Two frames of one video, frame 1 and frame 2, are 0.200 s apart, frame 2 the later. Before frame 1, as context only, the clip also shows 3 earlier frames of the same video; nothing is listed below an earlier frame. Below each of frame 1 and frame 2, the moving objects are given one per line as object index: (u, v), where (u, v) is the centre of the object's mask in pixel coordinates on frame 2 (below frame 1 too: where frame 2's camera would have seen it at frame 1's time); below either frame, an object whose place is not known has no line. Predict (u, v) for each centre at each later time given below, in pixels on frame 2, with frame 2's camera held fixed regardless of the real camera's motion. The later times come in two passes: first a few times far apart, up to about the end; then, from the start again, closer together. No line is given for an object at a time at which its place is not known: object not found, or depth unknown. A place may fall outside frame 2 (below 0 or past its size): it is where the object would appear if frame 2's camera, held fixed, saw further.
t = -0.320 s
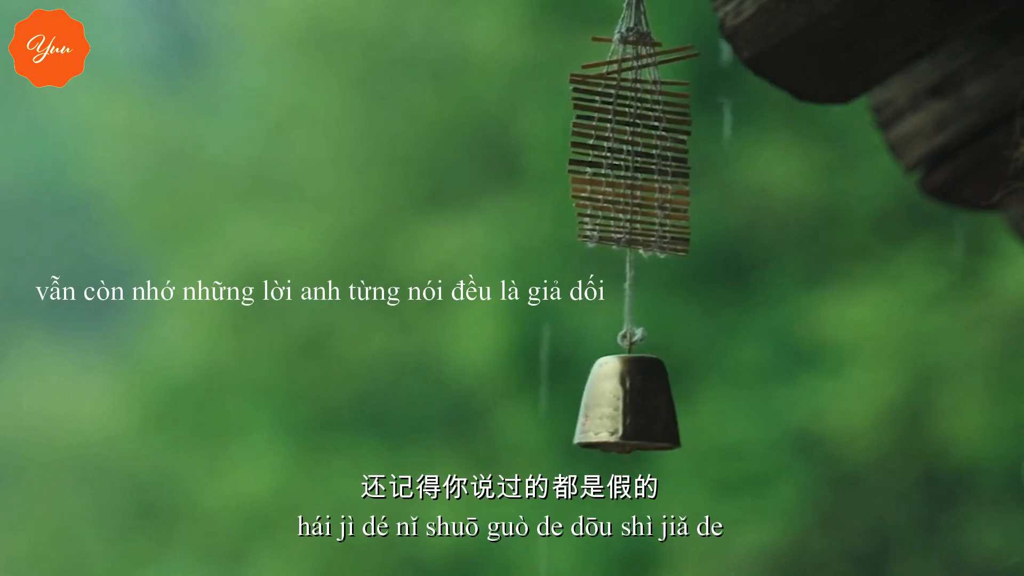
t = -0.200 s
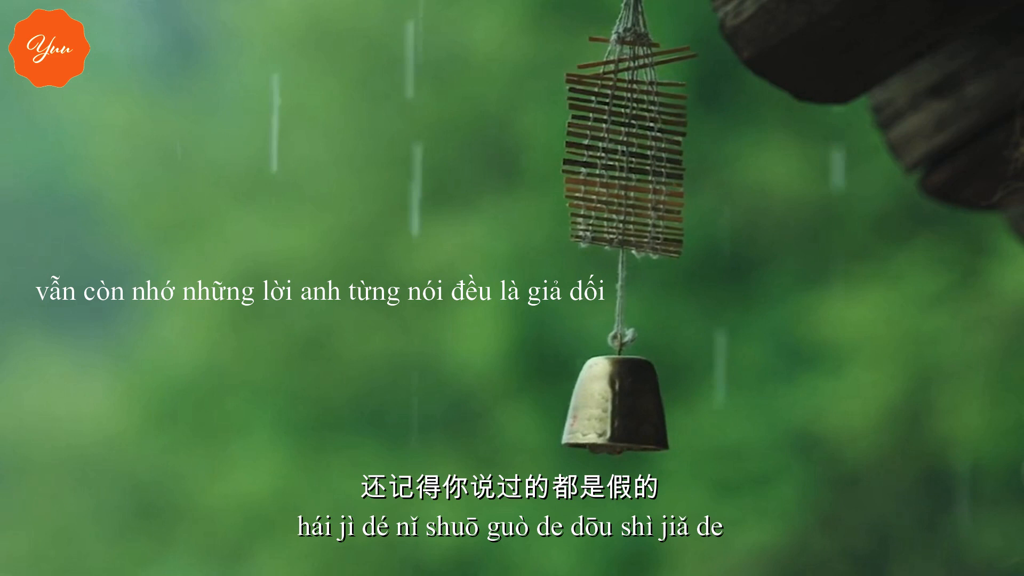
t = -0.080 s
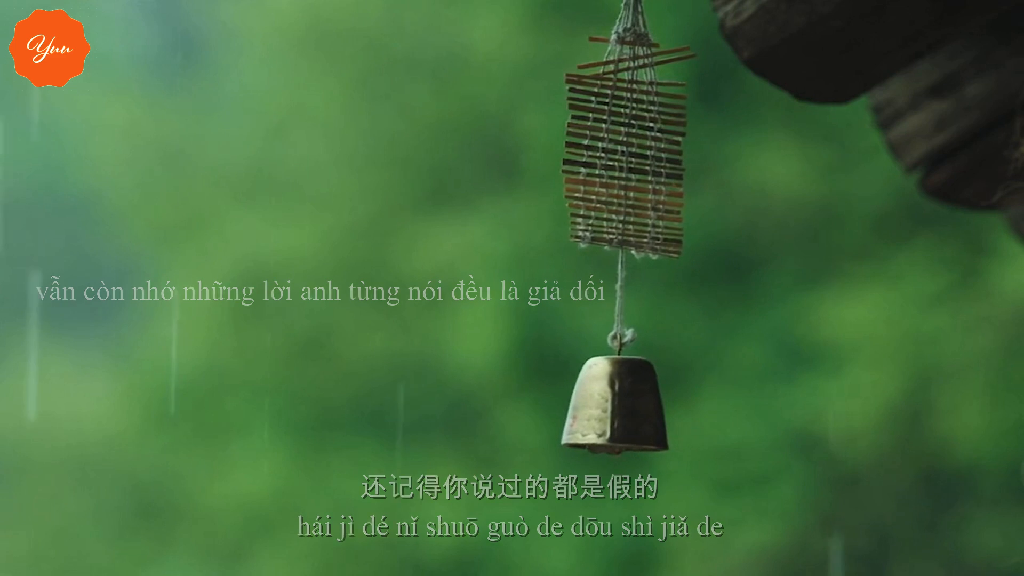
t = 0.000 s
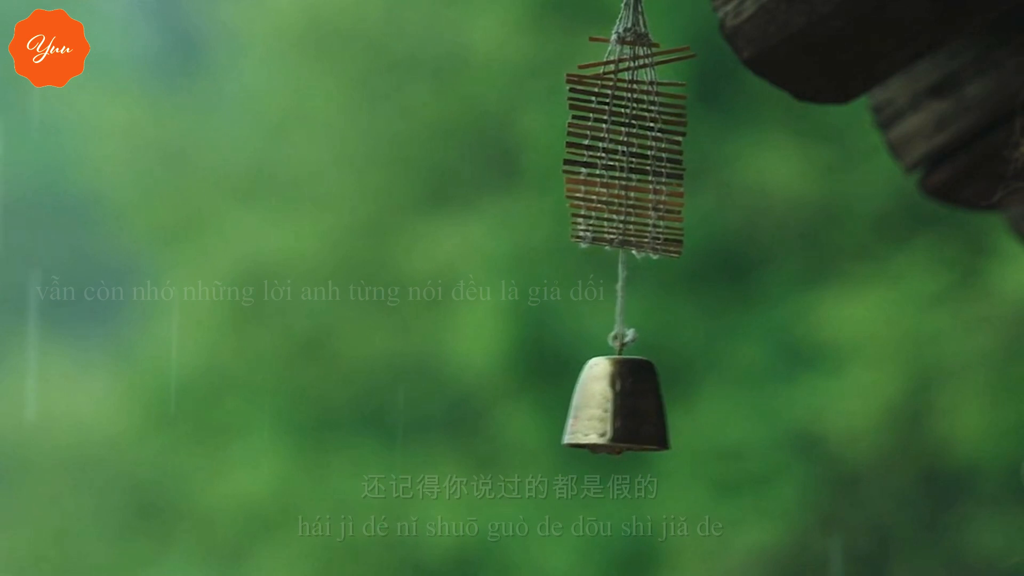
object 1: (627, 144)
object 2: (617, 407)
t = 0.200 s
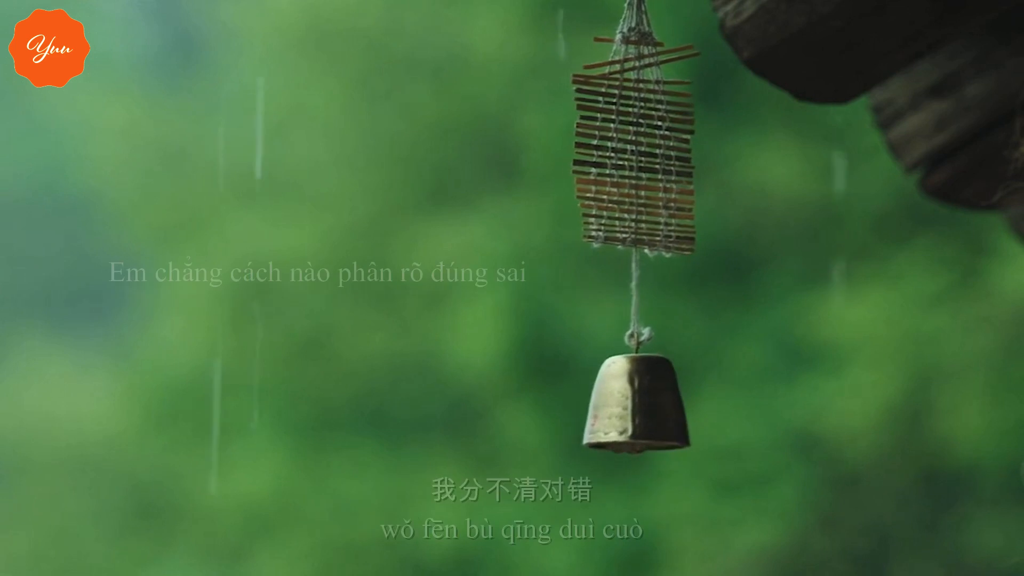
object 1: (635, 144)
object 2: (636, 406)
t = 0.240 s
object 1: (637, 143)
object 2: (641, 406)
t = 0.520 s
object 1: (643, 142)
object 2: (653, 404)
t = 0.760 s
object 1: (632, 144)
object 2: (627, 407)
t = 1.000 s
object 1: (626, 144)
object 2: (616, 408)
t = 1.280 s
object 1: (635, 144)
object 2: (636, 406)
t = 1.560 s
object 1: (643, 142)
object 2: (654, 404)
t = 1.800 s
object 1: (634, 144)
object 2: (632, 406)
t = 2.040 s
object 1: (626, 144)
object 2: (615, 408)
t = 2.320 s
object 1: (633, 144)
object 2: (631, 407)
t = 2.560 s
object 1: (642, 142)
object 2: (652, 404)
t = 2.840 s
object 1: (636, 143)
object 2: (638, 406)
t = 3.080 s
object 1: (626, 144)
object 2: (615, 408)
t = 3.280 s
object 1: (629, 145)
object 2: (622, 407)
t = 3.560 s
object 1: (641, 143)
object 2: (649, 404)
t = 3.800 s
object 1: (640, 143)
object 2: (647, 404)
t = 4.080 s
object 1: (627, 144)
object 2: (616, 407)
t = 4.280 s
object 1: (628, 144)
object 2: (618, 407)
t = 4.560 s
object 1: (640, 143)
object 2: (646, 405)
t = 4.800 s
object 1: (642, 142)
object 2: (650, 404)
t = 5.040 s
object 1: (630, 144)
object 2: (623, 407)
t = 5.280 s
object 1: (627, 144)
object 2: (617, 407)
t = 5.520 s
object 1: (637, 143)
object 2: (641, 406)
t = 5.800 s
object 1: (643, 142)
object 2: (653, 404)
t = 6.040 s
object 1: (632, 144)
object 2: (628, 406)
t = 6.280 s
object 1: (626, 144)
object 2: (616, 408)
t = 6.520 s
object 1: (635, 144)
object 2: (636, 406)
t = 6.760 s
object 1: (643, 142)
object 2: (654, 404)
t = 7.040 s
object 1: (634, 143)
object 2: (632, 406)
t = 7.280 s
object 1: (626, 144)
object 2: (615, 408)
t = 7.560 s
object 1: (633, 144)
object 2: (631, 407)
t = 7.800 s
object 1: (640, 143)
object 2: (650, 404)
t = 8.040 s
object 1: (638, 143)
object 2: (642, 405)
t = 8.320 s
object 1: (626, 144)
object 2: (615, 407)
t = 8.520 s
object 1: (629, 144)
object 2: (622, 407)
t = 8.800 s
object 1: (641, 143)
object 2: (649, 405)
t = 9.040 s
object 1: (640, 143)
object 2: (647, 404)
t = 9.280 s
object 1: (628, 144)
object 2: (619, 407)
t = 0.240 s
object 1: (637, 143)
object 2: (641, 406)
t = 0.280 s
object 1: (639, 143)
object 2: (643, 405)
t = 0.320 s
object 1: (640, 143)
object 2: (647, 405)
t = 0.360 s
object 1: (641, 143)
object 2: (649, 404)
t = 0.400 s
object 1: (642, 143)
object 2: (652, 404)
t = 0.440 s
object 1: (643, 142)
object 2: (654, 404)
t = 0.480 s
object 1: (643, 142)
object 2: (654, 404)
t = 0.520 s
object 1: (643, 142)
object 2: (653, 404)
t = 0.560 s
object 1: (642, 142)
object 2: (650, 404)
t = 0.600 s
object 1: (640, 143)
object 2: (647, 404)
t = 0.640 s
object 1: (638, 143)
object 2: (642, 405)
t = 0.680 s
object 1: (636, 143)
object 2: (637, 406)
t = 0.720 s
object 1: (634, 144)
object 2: (632, 406)
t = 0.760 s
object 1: (632, 144)
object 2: (627, 407)
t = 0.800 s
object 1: (630, 144)
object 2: (623, 407)
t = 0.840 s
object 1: (628, 144)
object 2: (619, 407)
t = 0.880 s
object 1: (627, 144)
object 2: (616, 407)
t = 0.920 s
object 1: (626, 144)
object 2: (615, 408)
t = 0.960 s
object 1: (626, 144)
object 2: (615, 408)
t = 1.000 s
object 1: (626, 144)
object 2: (616, 408)
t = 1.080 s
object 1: (627, 144)
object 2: (617, 407)
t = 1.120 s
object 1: (628, 144)
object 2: (619, 408)
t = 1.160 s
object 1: (629, 144)
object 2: (622, 407)
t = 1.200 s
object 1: (631, 144)
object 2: (627, 407)
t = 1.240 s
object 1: (633, 144)
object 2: (631, 407)
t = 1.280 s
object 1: (635, 144)
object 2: (636, 406)
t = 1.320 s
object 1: (637, 144)
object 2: (641, 406)
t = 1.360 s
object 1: (639, 143)
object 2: (643, 405)
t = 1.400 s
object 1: (640, 143)
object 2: (647, 405)
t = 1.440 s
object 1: (641, 143)
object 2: (649, 404)
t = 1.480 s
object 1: (642, 142)
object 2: (652, 404)
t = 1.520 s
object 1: (643, 142)
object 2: (654, 404)
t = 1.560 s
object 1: (643, 142)
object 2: (654, 404)
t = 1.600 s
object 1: (643, 142)
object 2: (653, 404)
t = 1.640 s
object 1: (642, 142)
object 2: (650, 404)
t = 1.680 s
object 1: (640, 143)
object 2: (647, 404)
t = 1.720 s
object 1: (639, 143)
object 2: (642, 405)
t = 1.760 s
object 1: (636, 143)
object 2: (637, 406)
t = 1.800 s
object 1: (634, 144)
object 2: (632, 406)
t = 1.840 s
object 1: (632, 144)
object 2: (627, 407)
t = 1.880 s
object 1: (630, 144)
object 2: (623, 407)
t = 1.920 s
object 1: (628, 144)
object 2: (619, 407)
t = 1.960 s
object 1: (627, 144)
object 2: (616, 407)
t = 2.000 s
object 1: (626, 144)
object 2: (615, 408)
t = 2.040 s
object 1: (626, 144)
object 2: (615, 408)
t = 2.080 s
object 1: (626, 144)
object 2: (616, 408)
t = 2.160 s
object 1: (627, 144)
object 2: (617, 407)
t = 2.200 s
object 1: (628, 144)
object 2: (619, 407)
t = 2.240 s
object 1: (629, 144)
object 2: (622, 407)
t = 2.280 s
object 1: (631, 144)
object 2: (627, 407)
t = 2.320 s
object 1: (633, 144)
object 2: (631, 407)
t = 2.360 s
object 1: (635, 144)
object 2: (636, 406)
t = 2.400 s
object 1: (637, 143)
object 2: (641, 406)
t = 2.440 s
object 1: (639, 143)
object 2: (643, 405)
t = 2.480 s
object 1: (640, 143)
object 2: (646, 405)
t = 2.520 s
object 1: (641, 143)
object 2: (649, 405)
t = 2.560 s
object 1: (642, 142)
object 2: (652, 404)
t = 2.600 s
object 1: (643, 142)
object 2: (654, 404)
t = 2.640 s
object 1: (643, 142)
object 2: (654, 404)
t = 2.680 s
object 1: (643, 142)
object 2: (653, 404)
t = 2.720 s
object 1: (642, 142)
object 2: (650, 404)
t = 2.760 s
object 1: (640, 143)
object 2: (647, 404)
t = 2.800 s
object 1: (639, 143)
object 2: (642, 405)
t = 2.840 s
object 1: (636, 143)
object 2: (638, 406)
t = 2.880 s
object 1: (634, 144)
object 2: (632, 406)
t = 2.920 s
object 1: (632, 144)
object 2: (628, 407)
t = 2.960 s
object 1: (630, 144)
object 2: (623, 407)
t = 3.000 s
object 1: (628, 144)
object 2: (619, 407)
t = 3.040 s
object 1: (627, 144)
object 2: (616, 407)
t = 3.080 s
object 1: (626, 144)
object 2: (615, 408)
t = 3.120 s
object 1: (626, 144)
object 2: (615, 408)
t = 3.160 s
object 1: (626, 144)
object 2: (616, 408)
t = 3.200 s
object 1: (627, 144)
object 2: (617, 407)
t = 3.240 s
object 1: (628, 144)
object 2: (618, 407)
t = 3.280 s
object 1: (629, 145)
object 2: (622, 407)
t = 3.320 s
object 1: (631, 144)
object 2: (627, 407)
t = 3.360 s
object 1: (633, 144)
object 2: (631, 407)
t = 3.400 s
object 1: (635, 144)
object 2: (636, 406)
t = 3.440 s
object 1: (637, 143)
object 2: (641, 406)
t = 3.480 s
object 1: (639, 143)
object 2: (643, 405)
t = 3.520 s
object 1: (640, 143)
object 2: (647, 405)
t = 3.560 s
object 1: (641, 143)
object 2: (649, 404)
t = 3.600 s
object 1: (642, 142)
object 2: (652, 404)
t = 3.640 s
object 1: (643, 142)
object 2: (654, 404)
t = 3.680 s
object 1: (643, 142)
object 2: (654, 404)
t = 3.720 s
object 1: (643, 142)
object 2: (653, 404)
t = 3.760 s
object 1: (642, 142)
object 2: (650, 404)
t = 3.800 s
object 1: (640, 143)
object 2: (647, 404)
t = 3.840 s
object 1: (638, 143)
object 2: (642, 405)
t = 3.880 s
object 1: (636, 143)
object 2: (637, 406)
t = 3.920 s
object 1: (634, 144)
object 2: (632, 406)
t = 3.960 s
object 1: (632, 144)
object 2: (628, 406)
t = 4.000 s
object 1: (630, 144)
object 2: (623, 407)
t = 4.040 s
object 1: (628, 144)
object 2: (619, 407)
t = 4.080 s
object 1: (627, 144)
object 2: (616, 407)
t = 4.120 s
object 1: (626, 144)
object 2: (615, 407)
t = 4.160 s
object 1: (626, 144)
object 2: (615, 408)
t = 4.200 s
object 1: (626, 144)
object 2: (616, 408)
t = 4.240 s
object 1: (627, 144)
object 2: (617, 407)
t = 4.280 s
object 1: (628, 144)
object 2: (618, 407)
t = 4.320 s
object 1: (629, 144)
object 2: (622, 407)
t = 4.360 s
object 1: (631, 144)
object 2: (627, 407)
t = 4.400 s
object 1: (633, 144)
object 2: (631, 407)
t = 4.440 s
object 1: (635, 144)
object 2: (636, 406)
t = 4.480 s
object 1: (637, 143)
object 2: (641, 406)
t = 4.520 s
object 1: (639, 143)
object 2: (643, 405)
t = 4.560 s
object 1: (640, 143)
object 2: (646, 405)
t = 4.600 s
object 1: (641, 143)
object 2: (649, 405)
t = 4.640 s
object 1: (642, 142)
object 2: (652, 404)
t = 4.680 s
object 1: (643, 142)
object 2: (654, 404)
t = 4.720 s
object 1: (643, 142)
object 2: (654, 404)
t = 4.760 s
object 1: (643, 142)
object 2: (653, 404)
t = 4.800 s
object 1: (642, 142)
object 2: (650, 404)
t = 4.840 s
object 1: (640, 143)
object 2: (647, 404)
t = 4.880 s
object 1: (639, 143)
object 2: (642, 405)
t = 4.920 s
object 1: (636, 143)
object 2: (637, 406)
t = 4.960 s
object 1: (634, 143)
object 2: (632, 406)
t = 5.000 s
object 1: (632, 144)
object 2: (627, 407)
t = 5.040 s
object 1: (630, 144)
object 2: (623, 407)
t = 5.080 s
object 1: (628, 144)
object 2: (619, 407)
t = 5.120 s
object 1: (627, 144)
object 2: (616, 407)
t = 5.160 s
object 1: (626, 144)
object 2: (615, 408)
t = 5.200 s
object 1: (626, 144)
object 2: (615, 408)
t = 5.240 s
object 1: (626, 144)
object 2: (616, 408)
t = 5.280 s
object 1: (627, 144)
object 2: (617, 407)
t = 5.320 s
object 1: (627, 144)
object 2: (619, 407)
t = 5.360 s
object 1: (629, 144)
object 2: (622, 407)
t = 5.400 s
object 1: (631, 144)
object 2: (627, 407)
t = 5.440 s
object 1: (633, 144)
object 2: (631, 407)
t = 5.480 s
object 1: (635, 144)
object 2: (636, 406)
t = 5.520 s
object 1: (637, 143)
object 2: (641, 406)
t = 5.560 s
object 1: (639, 143)
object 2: (643, 405)
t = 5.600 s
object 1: (640, 143)
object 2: (646, 405)
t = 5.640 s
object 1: (641, 143)
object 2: (649, 405)
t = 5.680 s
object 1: (642, 143)
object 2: (652, 404)
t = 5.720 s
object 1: (643, 142)
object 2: (654, 404)
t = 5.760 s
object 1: (643, 142)
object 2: (654, 404)
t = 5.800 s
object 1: (643, 142)
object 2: (653, 404)
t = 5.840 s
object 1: (642, 142)
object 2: (650, 404)
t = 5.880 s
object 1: (640, 143)
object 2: (647, 404)
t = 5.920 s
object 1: (639, 143)
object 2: (642, 405)
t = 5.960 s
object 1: (636, 143)
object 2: (637, 406)
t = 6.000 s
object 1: (634, 144)
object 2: (632, 406)
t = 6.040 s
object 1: (632, 144)
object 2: (628, 406)
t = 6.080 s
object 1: (630, 144)
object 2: (623, 407)
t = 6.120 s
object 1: (628, 144)
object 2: (619, 407)
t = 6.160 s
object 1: (627, 144)
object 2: (616, 407)
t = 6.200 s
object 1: (626, 144)
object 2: (615, 407)
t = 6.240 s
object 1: (626, 144)
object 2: (615, 408)
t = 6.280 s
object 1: (626, 144)
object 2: (616, 408)
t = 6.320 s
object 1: (627, 144)
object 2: (617, 407)
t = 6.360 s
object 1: (628, 144)
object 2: (619, 407)
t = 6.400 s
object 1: (629, 144)
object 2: (622, 407)
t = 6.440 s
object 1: (631, 144)
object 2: (627, 407)
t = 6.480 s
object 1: (633, 144)
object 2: (631, 407)
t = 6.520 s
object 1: (635, 144)
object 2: (636, 406)
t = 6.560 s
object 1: (637, 144)
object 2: (641, 406)
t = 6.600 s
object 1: (639, 143)
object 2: (643, 405)
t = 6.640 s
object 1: (640, 143)
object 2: (646, 405)
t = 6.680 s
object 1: (641, 143)
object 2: (649, 404)
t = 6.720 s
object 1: (642, 143)
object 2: (652, 404)
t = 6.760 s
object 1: (643, 142)
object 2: (654, 404)
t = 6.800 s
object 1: (643, 142)
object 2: (654, 404)
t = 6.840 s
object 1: (643, 142)
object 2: (653, 404)
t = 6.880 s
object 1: (642, 142)
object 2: (650, 404)
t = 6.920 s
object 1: (640, 143)
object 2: (647, 404)
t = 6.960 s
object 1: (639, 143)
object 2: (642, 405)
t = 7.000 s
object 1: (636, 143)
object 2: (637, 406)
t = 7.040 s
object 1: (634, 143)
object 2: (632, 406)
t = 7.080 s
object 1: (632, 144)
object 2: (628, 407)
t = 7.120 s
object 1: (630, 144)
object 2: (623, 407)
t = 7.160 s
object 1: (628, 144)
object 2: (619, 407)
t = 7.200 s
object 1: (627, 144)
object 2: (616, 407)
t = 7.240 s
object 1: (626, 144)
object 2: (615, 408)
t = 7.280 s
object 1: (626, 144)
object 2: (615, 408)
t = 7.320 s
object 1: (626, 144)
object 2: (616, 408)
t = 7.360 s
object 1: (626, 144)
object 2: (616, 408)
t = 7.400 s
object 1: (627, 144)
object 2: (617, 407)
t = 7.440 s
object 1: (628, 144)
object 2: (619, 407)
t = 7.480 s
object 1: (629, 144)
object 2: (622, 407)
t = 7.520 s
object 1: (631, 144)
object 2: (627, 407)
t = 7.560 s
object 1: (633, 144)
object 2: (631, 407)
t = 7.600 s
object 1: (635, 144)
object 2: (636, 406)
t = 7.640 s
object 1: (637, 144)
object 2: (641, 406)
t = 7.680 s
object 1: (639, 143)
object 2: (643, 405)
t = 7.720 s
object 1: (640, 143)
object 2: (646, 405)
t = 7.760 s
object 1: (641, 143)
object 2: (649, 404)
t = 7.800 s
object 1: (640, 143)
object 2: (650, 404)
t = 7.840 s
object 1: (640, 143)
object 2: (651, 404)
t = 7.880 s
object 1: (640, 143)
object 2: (651, 404)
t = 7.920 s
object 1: (640, 143)
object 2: (650, 404)
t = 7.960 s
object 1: (642, 142)
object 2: (650, 404)
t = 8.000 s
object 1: (640, 143)
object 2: (647, 404)
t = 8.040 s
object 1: (638, 143)
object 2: (642, 405)
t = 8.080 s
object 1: (636, 143)
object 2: (637, 406)
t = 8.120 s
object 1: (634, 144)
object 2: (632, 406)
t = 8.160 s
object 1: (632, 144)
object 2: (628, 406)
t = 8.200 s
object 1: (630, 144)
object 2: (623, 407)
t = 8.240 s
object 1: (628, 144)
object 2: (619, 407)
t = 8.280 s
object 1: (627, 144)
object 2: (616, 407)
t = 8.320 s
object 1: (626, 144)
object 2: (615, 407)
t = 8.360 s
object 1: (626, 144)
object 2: (615, 408)
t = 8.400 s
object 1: (626, 144)
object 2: (616, 408)
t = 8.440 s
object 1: (627, 144)
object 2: (617, 407)
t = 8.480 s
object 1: (628, 144)
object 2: (619, 407)
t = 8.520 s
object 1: (629, 144)
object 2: (622, 407)
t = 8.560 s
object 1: (631, 144)
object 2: (627, 407)
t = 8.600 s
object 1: (633, 144)
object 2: (631, 407)
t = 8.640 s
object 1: (635, 144)
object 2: (636, 406)
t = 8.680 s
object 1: (637, 143)
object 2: (641, 406)
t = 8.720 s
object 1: (639, 143)
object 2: (643, 405)
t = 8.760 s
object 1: (640, 143)
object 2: (646, 405)
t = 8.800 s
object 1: (641, 143)
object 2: (649, 405)
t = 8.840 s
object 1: (642, 143)
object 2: (652, 404)
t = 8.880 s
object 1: (643, 142)
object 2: (654, 404)
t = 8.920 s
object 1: (643, 142)
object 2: (654, 404)
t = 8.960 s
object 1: (643, 142)
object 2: (653, 404)
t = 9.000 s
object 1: (642, 142)
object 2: (650, 404)
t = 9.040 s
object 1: (640, 143)
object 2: (647, 404)
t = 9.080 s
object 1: (639, 143)
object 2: (642, 405)
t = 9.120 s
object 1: (636, 143)
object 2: (637, 406)
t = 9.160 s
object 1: (634, 144)
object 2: (632, 406)
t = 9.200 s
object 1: (632, 144)
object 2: (627, 407)
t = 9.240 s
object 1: (630, 144)
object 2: (623, 407)
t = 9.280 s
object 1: (628, 144)
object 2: (619, 407)
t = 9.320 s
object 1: (627, 144)
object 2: (616, 407)
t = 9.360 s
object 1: (626, 144)
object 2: (615, 407)
